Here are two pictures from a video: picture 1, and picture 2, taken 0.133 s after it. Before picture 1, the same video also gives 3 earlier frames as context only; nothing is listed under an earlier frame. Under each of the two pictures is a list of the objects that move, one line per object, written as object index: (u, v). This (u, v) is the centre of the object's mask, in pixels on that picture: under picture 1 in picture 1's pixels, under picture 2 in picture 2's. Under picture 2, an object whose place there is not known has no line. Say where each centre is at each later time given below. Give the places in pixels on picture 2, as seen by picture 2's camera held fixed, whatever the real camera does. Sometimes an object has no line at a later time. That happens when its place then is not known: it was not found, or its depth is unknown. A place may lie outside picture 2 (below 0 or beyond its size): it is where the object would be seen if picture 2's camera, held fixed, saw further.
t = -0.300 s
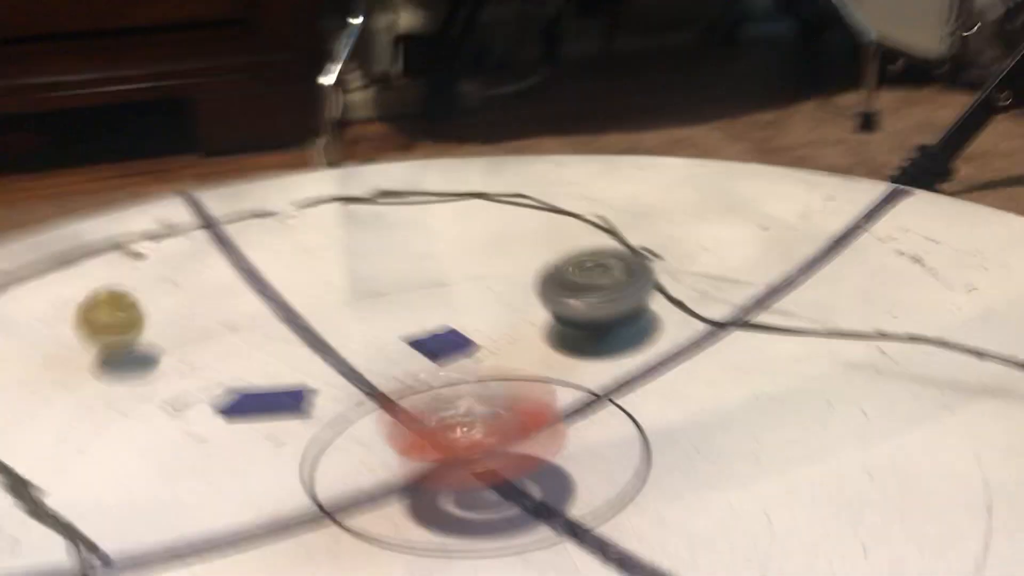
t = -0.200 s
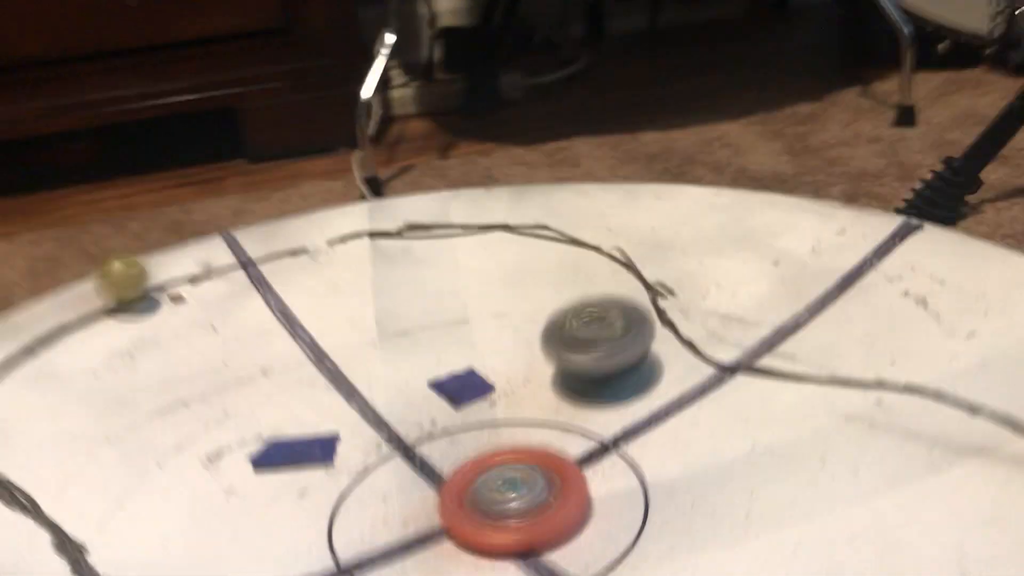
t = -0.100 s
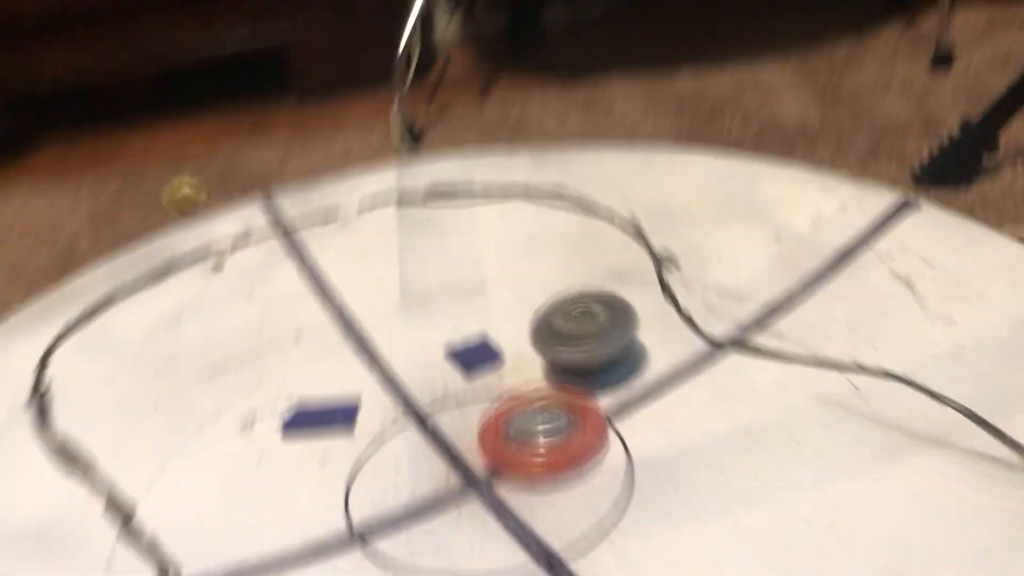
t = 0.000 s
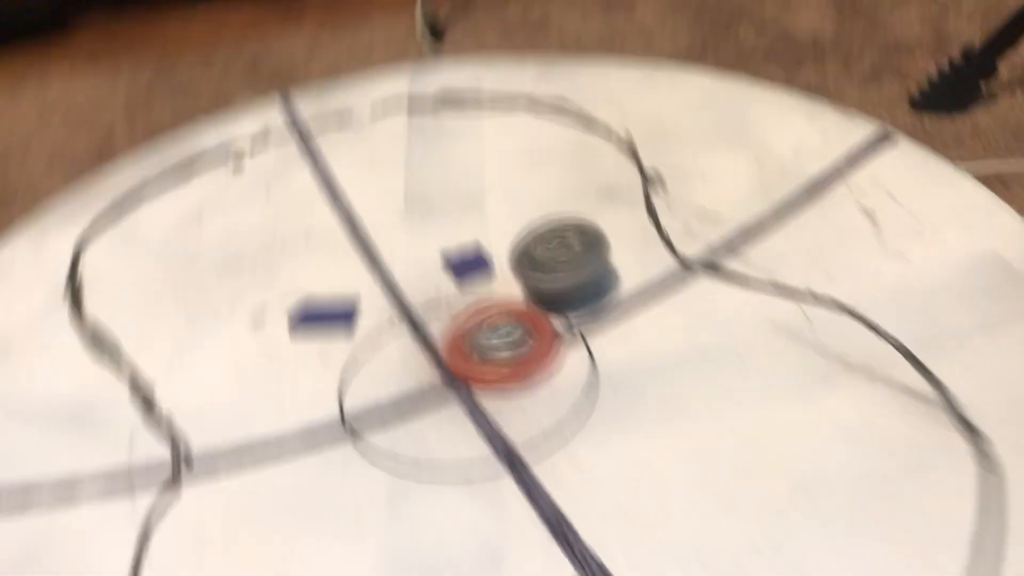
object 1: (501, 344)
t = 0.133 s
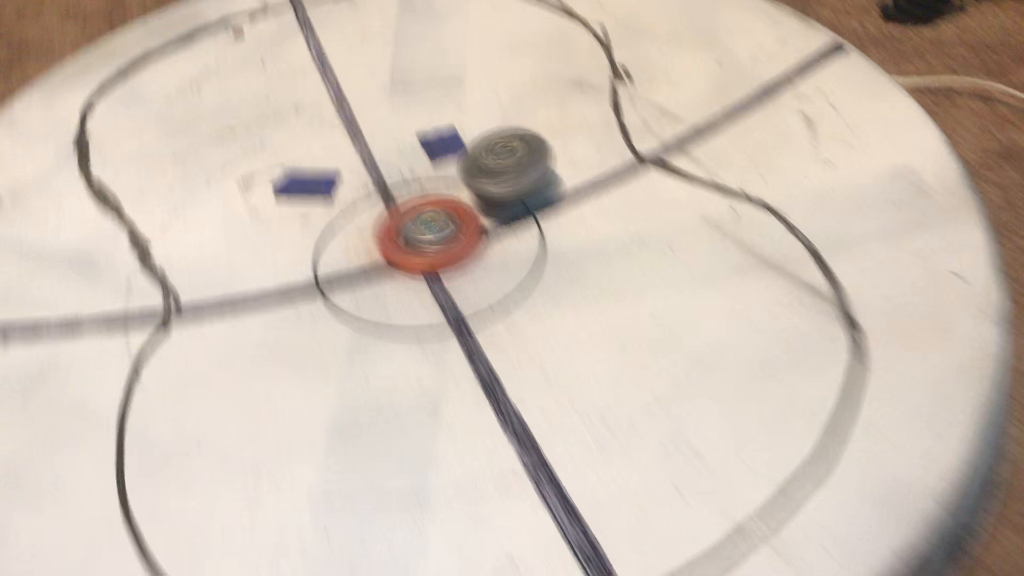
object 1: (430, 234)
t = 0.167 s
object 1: (422, 237)
